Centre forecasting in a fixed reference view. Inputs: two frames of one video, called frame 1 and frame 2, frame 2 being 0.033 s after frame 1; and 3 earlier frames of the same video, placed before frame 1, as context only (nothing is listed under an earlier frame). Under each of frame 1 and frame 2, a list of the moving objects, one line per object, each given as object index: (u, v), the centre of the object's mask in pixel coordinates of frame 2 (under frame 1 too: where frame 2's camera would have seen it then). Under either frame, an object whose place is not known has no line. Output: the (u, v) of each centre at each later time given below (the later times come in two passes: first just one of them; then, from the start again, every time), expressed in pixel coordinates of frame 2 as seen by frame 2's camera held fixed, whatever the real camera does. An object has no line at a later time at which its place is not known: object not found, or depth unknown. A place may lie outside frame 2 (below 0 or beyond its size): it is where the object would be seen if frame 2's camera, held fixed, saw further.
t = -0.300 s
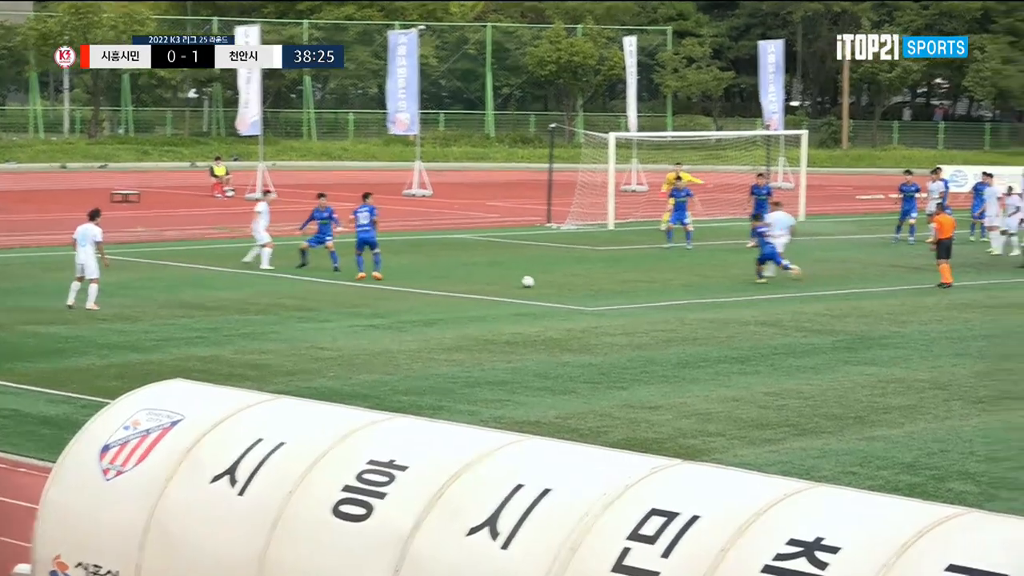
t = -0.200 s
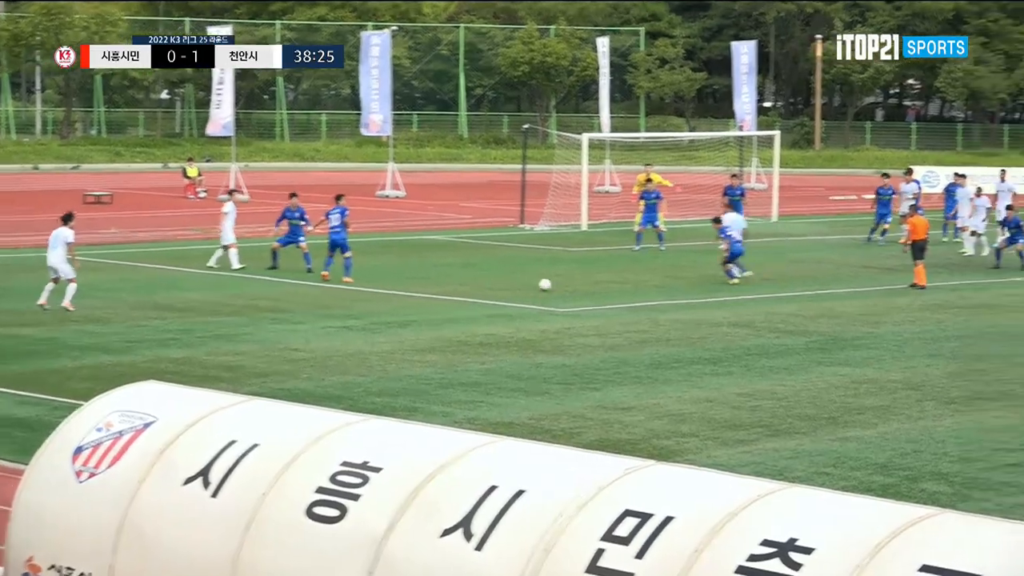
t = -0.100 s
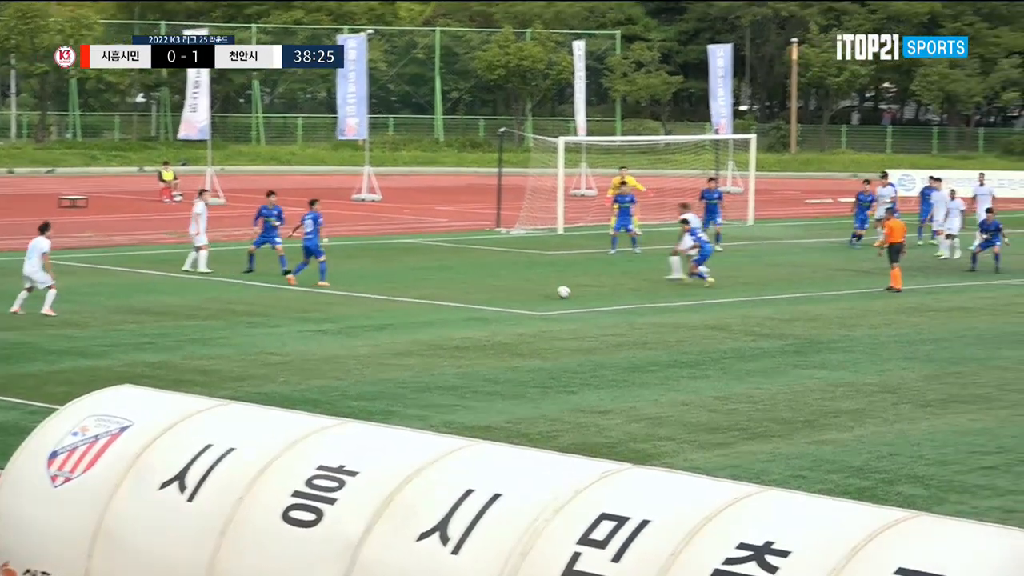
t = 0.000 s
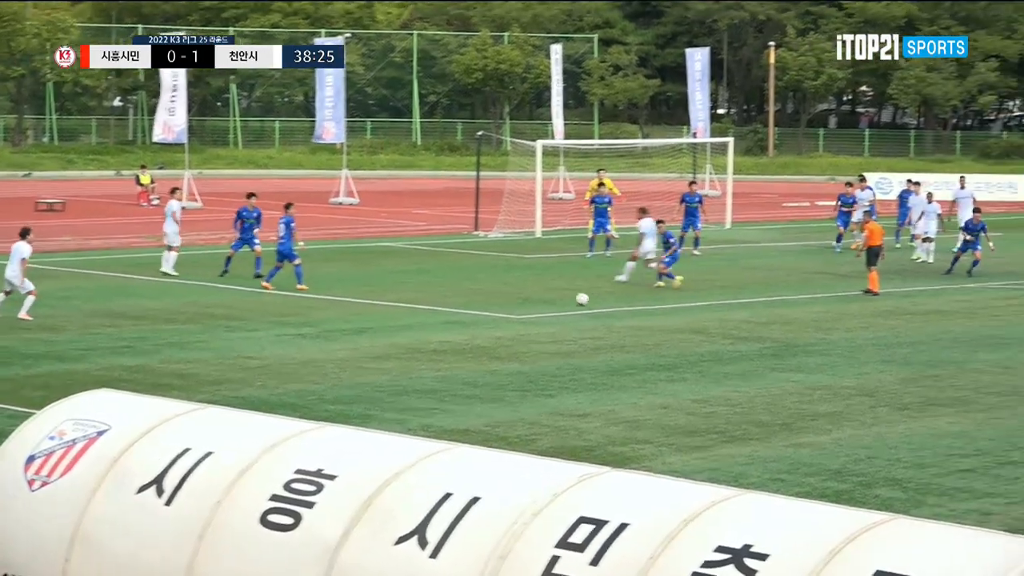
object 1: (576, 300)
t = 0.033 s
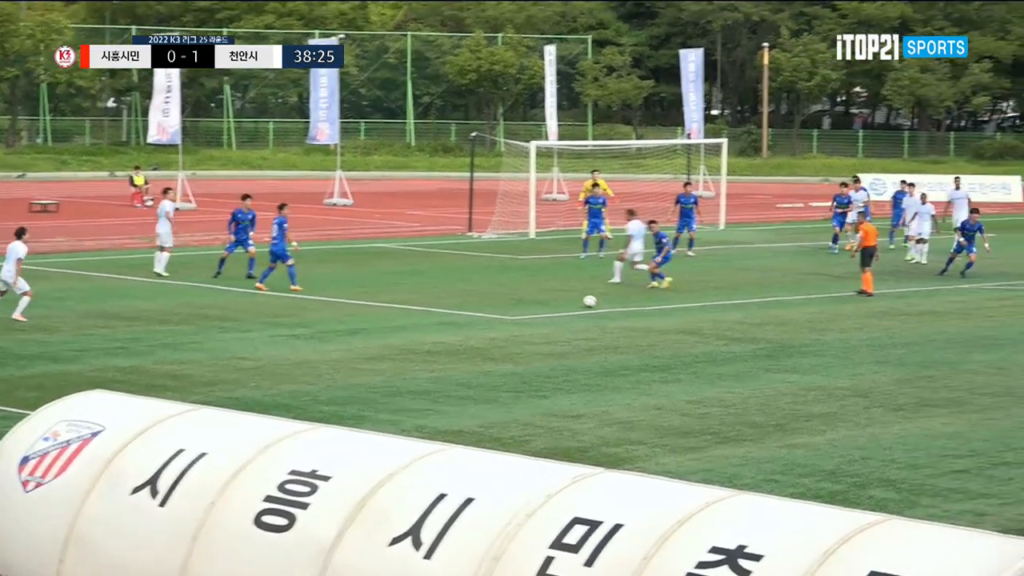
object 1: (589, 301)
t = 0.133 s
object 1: (626, 305)
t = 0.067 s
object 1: (601, 301)
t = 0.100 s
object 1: (614, 303)
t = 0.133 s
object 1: (626, 305)
